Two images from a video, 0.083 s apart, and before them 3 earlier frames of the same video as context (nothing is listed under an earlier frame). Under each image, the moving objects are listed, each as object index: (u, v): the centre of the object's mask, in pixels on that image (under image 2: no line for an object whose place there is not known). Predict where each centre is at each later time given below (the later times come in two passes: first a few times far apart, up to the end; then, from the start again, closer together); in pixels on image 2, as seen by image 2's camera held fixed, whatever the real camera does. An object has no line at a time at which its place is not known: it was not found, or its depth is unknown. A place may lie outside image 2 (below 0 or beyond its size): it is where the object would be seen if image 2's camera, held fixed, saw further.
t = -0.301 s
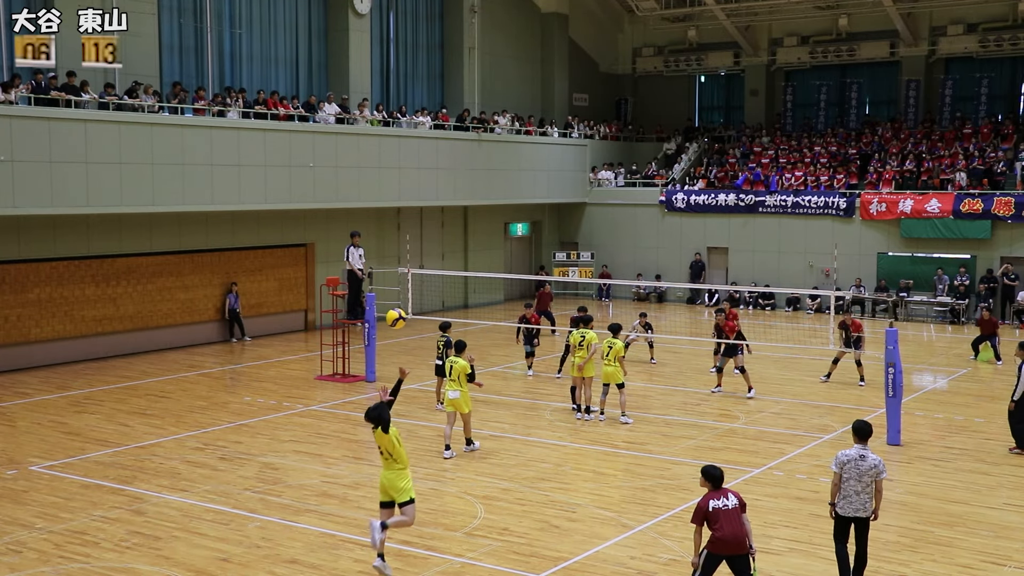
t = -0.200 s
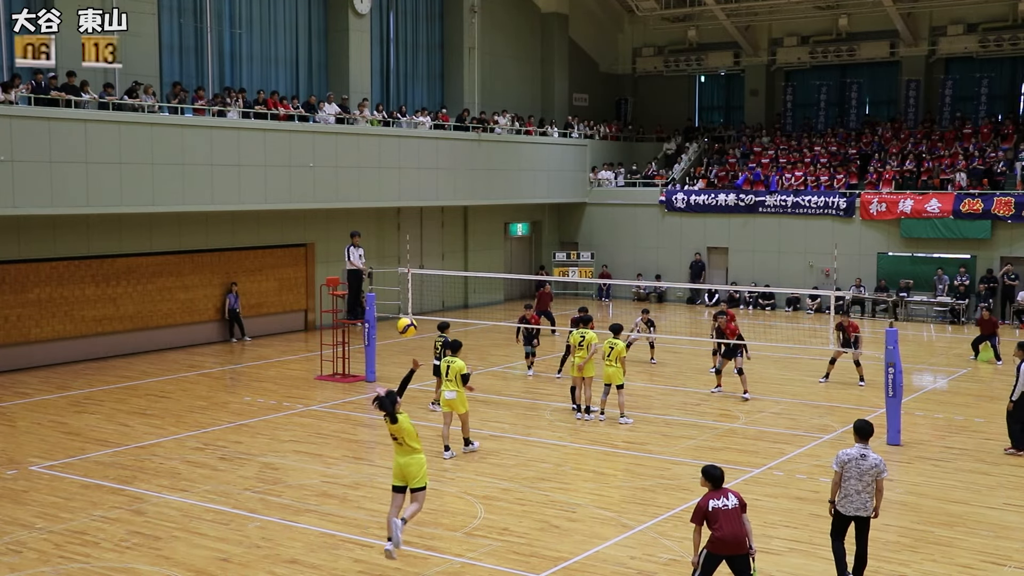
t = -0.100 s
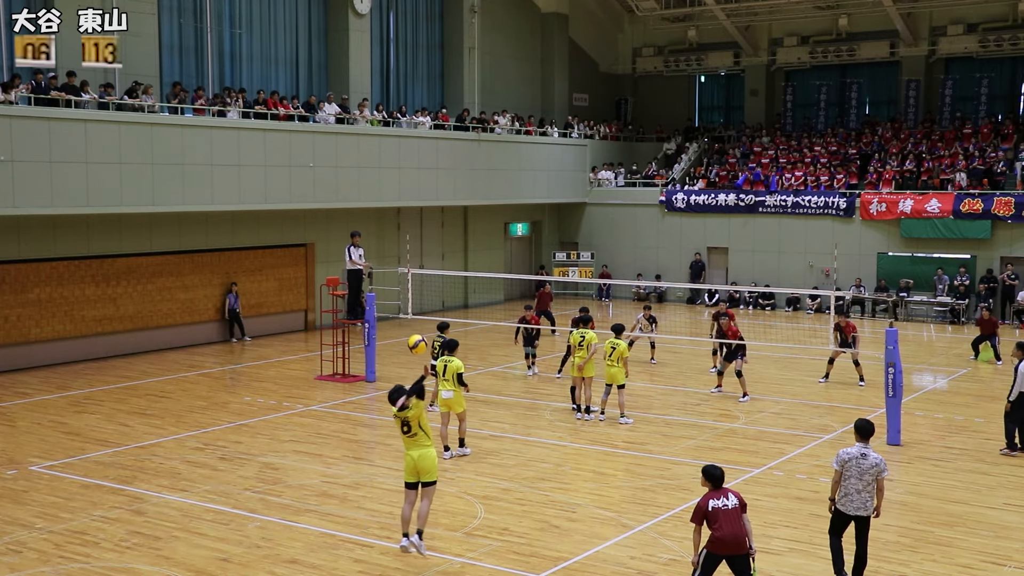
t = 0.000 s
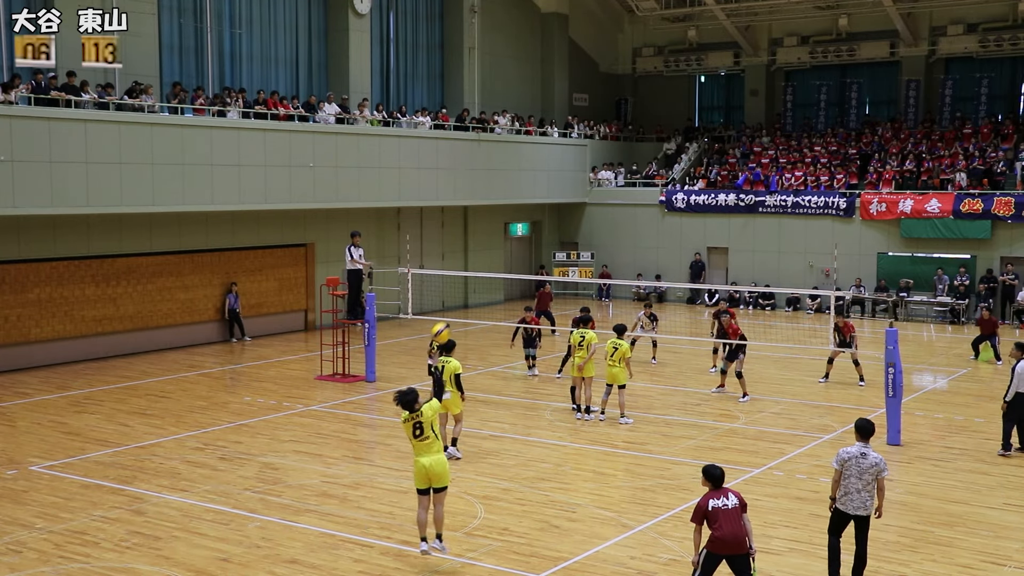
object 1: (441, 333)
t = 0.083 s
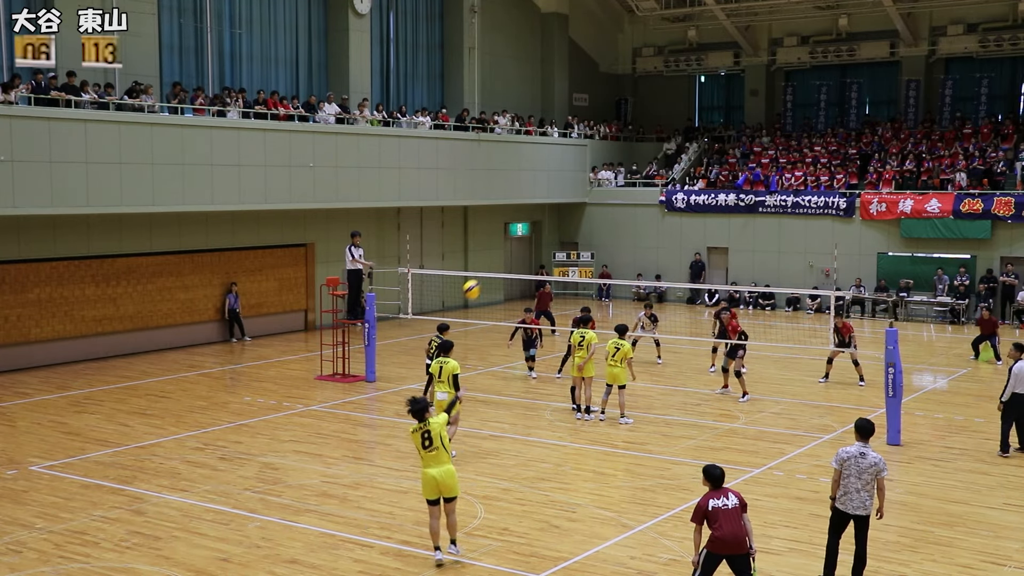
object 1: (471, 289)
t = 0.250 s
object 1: (521, 235)
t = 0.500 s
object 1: (581, 210)
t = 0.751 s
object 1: (624, 227)
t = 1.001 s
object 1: (658, 265)
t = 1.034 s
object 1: (662, 271)
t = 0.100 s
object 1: (477, 283)
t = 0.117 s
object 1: (482, 275)
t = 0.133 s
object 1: (488, 268)
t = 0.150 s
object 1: (493, 263)
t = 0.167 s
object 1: (498, 258)
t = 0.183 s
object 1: (503, 252)
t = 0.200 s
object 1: (508, 248)
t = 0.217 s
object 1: (513, 243)
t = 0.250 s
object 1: (521, 235)
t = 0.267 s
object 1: (526, 232)
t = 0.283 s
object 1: (531, 228)
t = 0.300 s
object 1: (535, 225)
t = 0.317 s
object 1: (539, 223)
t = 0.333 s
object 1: (543, 221)
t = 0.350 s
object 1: (547, 218)
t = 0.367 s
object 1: (551, 216)
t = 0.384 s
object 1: (555, 215)
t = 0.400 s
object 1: (559, 213)
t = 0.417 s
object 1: (563, 212)
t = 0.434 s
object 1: (567, 211)
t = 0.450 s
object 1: (570, 211)
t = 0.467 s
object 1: (574, 211)
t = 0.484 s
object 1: (577, 210)
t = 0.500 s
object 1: (581, 210)
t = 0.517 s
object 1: (584, 211)
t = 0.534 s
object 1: (587, 211)
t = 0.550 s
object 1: (590, 211)
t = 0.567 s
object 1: (594, 212)
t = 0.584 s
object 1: (597, 213)
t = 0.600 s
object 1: (600, 214)
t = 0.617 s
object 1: (603, 215)
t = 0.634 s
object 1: (606, 216)
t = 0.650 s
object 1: (608, 217)
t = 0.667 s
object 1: (611, 219)
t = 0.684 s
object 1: (613, 220)
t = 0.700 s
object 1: (616, 222)
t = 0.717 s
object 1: (619, 224)
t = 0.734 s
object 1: (621, 225)
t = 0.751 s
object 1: (624, 227)
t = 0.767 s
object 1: (626, 229)
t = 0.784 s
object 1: (628, 231)
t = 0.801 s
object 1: (631, 234)
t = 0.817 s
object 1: (633, 236)
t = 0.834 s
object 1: (636, 238)
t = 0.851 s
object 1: (638, 241)
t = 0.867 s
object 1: (640, 243)
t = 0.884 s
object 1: (642, 246)
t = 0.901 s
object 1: (645, 249)
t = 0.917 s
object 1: (647, 251)
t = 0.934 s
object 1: (649, 254)
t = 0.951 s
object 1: (652, 257)
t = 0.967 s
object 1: (654, 259)
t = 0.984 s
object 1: (656, 262)
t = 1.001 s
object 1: (658, 265)
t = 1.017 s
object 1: (660, 268)
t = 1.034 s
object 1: (662, 271)
